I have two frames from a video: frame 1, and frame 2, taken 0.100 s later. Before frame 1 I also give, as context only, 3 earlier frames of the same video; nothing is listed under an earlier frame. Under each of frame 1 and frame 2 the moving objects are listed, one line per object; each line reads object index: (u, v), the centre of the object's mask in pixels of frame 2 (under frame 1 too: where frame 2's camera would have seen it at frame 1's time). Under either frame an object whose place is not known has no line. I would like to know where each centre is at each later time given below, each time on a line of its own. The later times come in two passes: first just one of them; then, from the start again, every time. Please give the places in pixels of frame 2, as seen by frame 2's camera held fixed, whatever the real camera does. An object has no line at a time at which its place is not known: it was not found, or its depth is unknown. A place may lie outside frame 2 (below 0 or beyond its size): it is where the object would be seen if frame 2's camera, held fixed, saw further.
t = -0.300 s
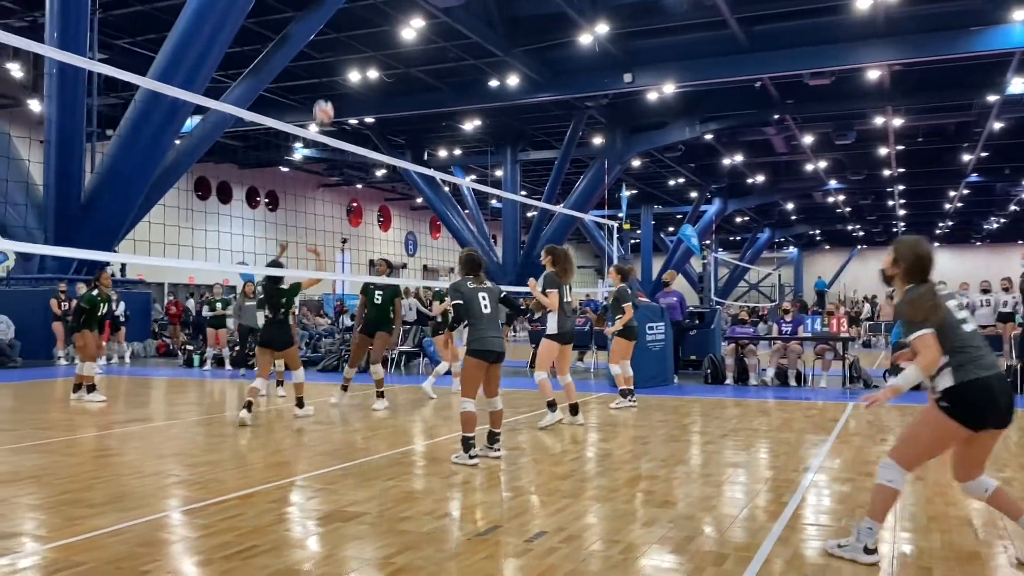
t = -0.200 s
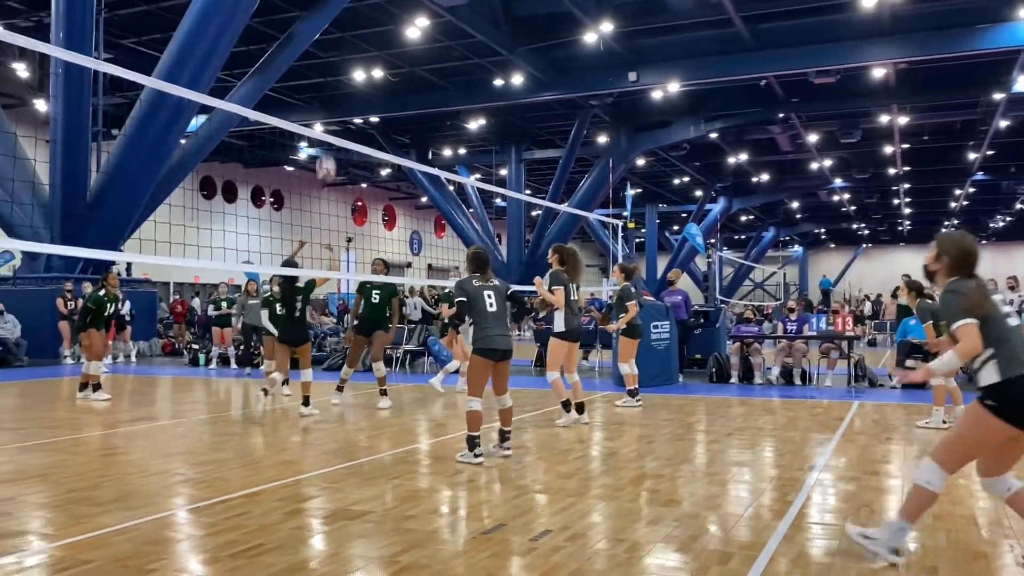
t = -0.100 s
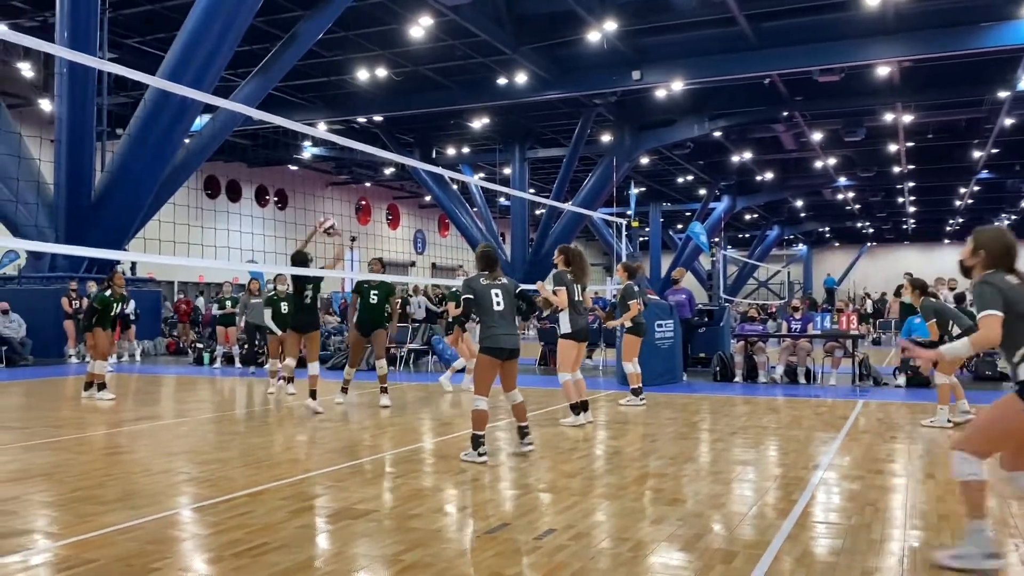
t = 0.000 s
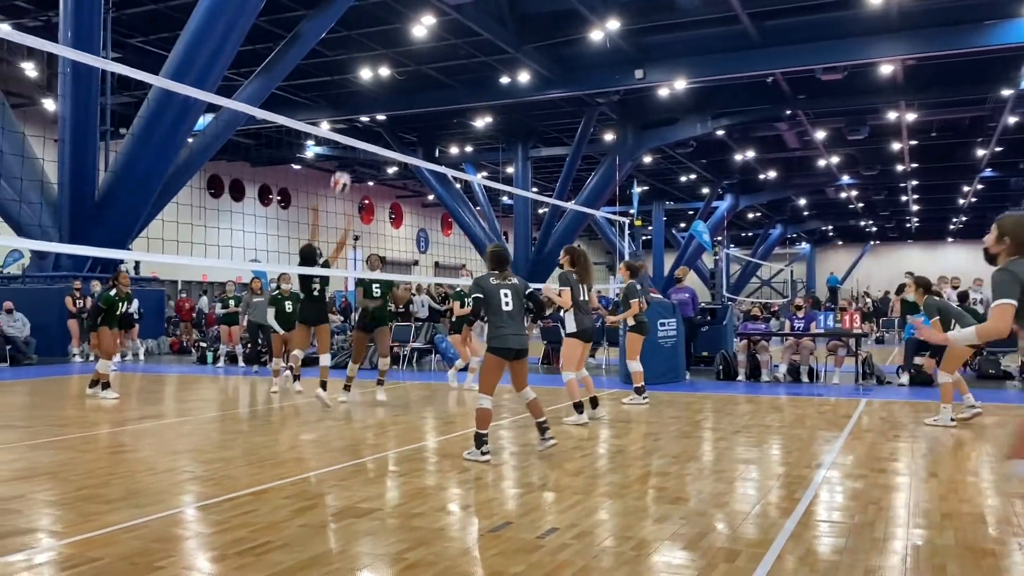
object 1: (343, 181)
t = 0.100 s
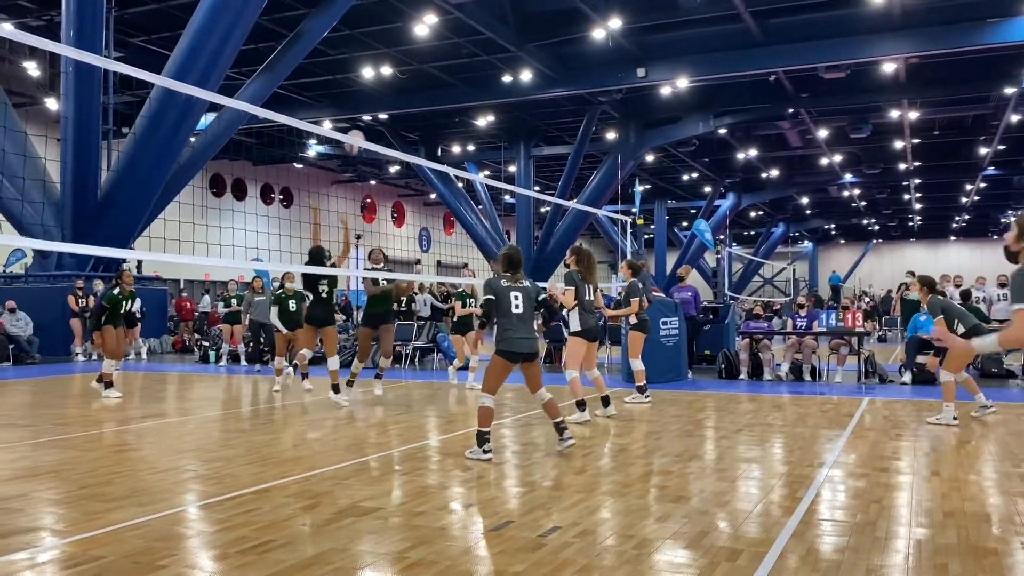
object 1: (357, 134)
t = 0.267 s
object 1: (375, 96)
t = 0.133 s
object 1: (359, 129)
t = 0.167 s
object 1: (363, 120)
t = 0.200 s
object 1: (367, 110)
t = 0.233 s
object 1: (371, 102)
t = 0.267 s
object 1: (375, 96)
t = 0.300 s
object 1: (379, 90)
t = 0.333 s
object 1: (383, 85)
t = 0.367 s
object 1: (387, 81)
